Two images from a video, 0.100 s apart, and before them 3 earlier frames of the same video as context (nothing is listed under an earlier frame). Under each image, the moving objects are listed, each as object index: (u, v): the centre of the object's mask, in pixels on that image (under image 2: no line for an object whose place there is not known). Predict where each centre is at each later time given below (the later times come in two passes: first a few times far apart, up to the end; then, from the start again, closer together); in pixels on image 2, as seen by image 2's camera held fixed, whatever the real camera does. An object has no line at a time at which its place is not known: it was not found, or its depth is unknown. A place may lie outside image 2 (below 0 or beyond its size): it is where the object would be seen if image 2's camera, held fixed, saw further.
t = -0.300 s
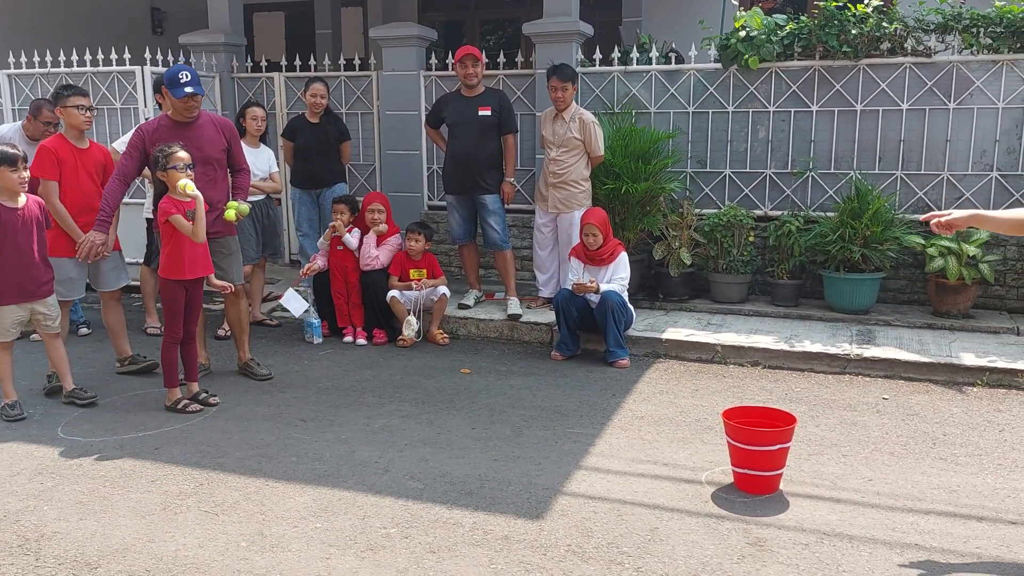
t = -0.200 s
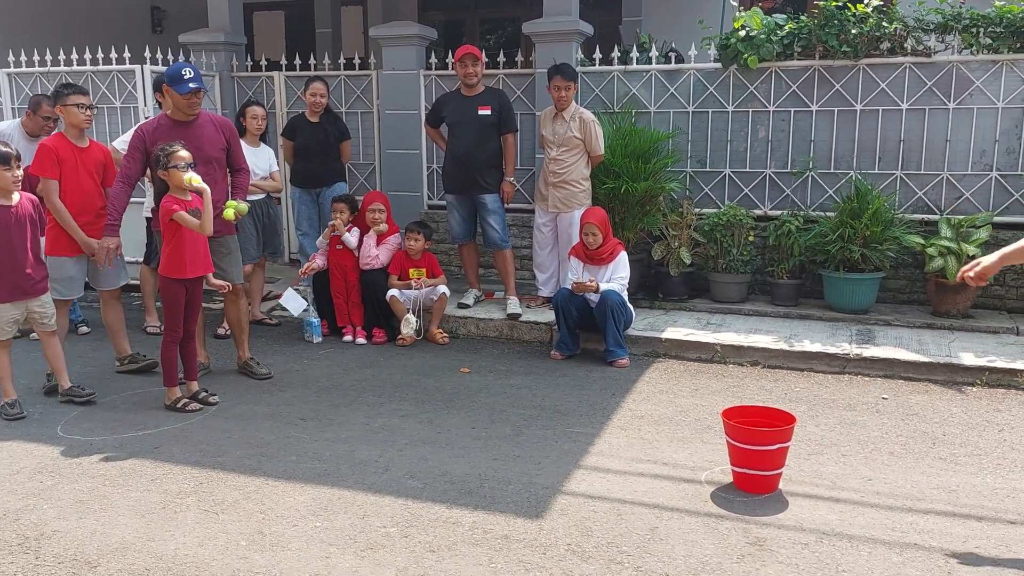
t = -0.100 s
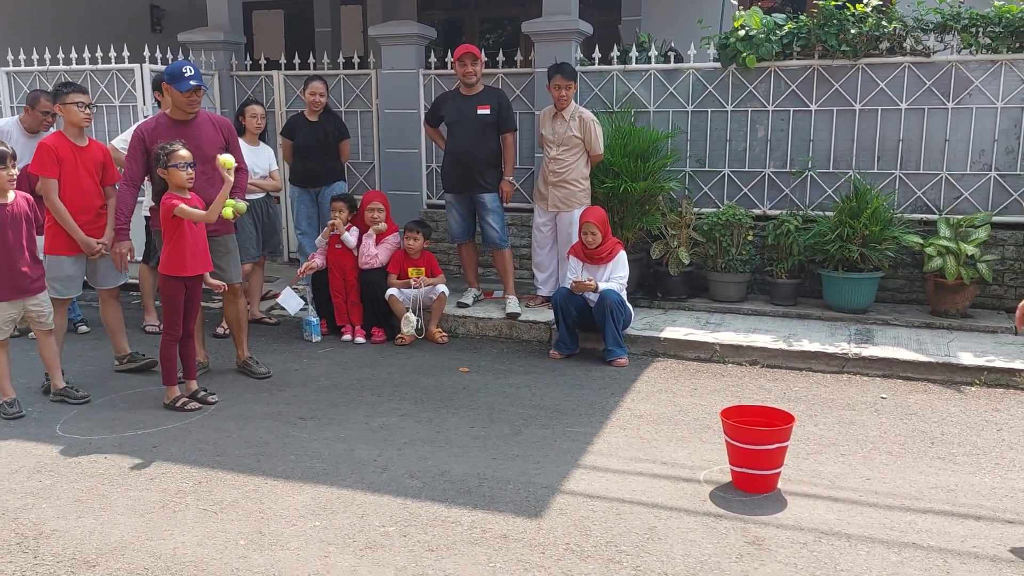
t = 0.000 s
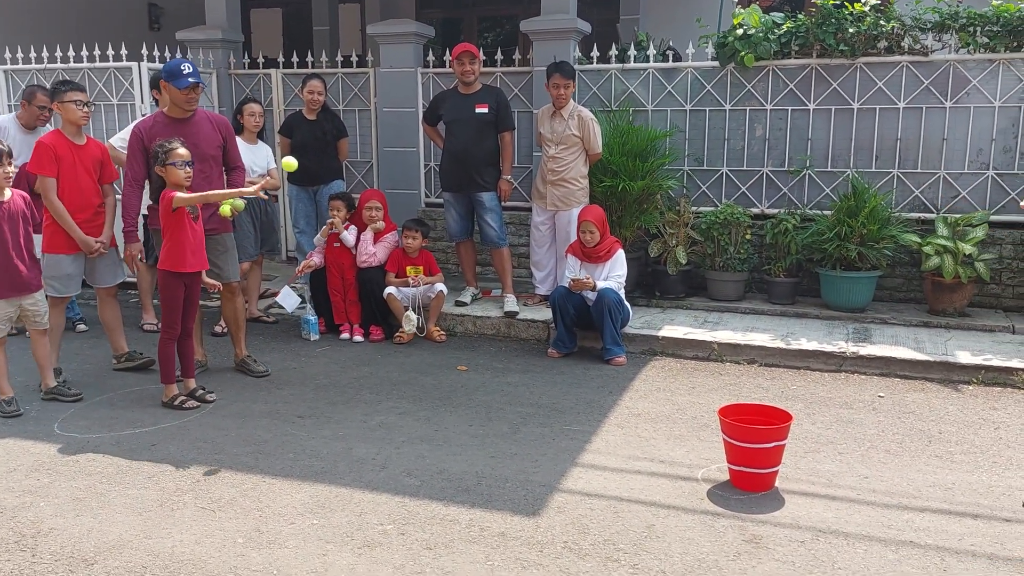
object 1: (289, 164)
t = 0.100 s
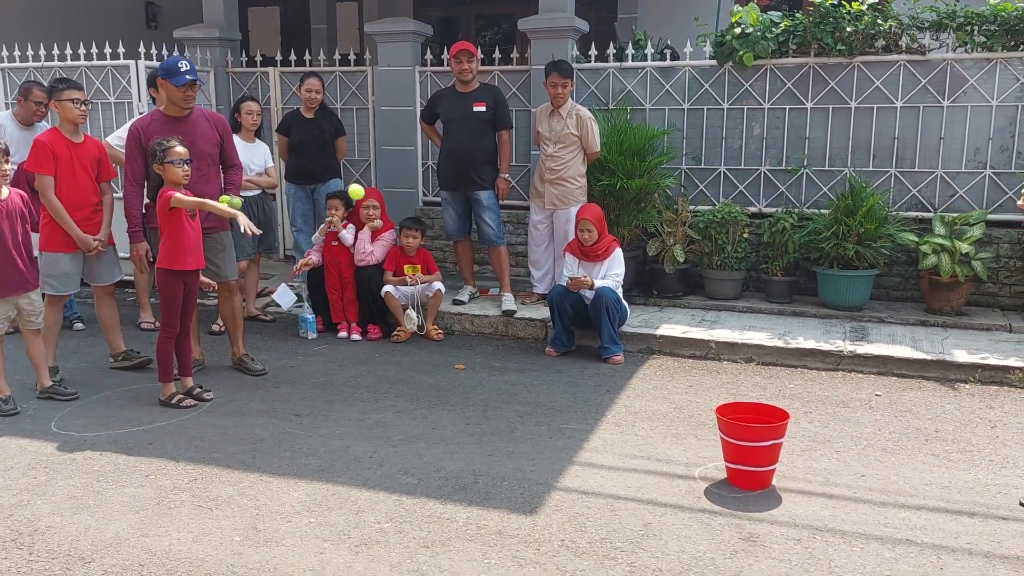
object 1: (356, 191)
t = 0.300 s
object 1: (501, 323)
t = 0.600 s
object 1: (678, 338)
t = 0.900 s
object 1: (844, 313)
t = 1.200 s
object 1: (1010, 460)
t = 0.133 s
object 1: (379, 207)
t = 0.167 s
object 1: (404, 224)
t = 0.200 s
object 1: (428, 245)
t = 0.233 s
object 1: (452, 268)
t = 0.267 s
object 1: (477, 294)
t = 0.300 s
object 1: (501, 323)
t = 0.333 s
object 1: (525, 354)
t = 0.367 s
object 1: (550, 389)
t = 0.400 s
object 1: (575, 426)
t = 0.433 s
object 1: (595, 434)
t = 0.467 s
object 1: (611, 409)
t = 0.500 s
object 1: (627, 387)
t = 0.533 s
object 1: (644, 368)
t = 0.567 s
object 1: (661, 350)
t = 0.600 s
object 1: (678, 338)
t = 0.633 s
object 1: (696, 322)
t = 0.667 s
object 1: (714, 312)
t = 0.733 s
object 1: (751, 298)
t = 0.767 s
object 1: (769, 296)
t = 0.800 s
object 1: (788, 296)
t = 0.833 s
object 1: (806, 299)
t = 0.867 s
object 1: (825, 304)
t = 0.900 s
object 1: (844, 313)
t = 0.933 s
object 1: (862, 324)
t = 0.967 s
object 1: (880, 339)
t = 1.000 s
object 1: (899, 359)
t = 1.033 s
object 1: (917, 377)
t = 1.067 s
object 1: (935, 401)
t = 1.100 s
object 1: (952, 427)
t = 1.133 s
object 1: (969, 456)
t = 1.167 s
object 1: (987, 481)
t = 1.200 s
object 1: (1010, 460)
